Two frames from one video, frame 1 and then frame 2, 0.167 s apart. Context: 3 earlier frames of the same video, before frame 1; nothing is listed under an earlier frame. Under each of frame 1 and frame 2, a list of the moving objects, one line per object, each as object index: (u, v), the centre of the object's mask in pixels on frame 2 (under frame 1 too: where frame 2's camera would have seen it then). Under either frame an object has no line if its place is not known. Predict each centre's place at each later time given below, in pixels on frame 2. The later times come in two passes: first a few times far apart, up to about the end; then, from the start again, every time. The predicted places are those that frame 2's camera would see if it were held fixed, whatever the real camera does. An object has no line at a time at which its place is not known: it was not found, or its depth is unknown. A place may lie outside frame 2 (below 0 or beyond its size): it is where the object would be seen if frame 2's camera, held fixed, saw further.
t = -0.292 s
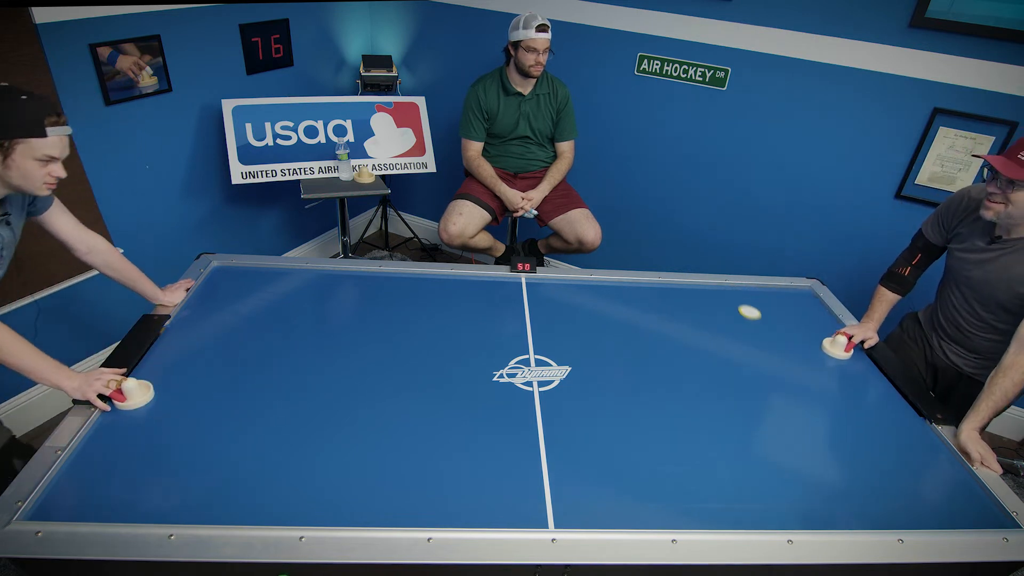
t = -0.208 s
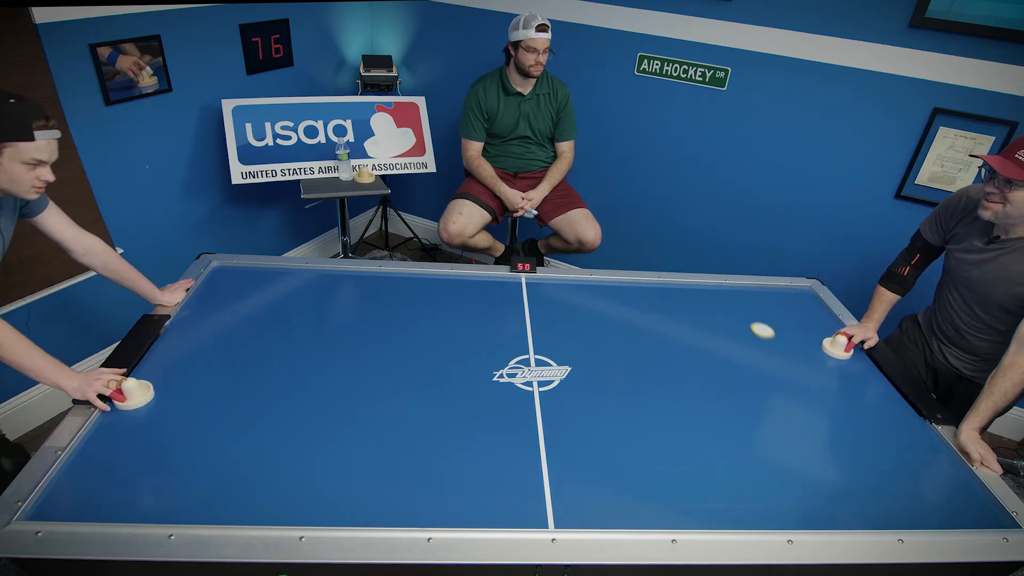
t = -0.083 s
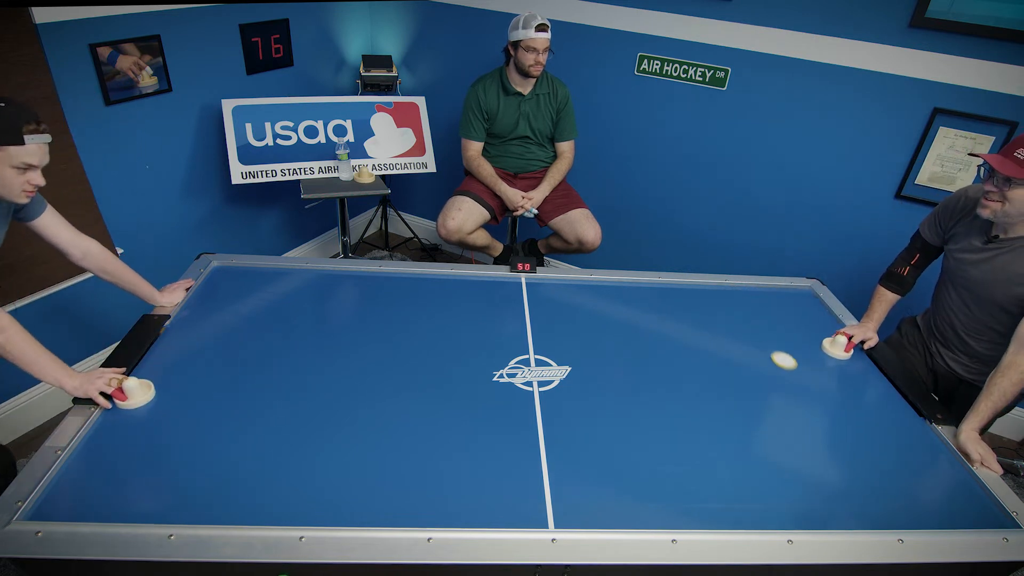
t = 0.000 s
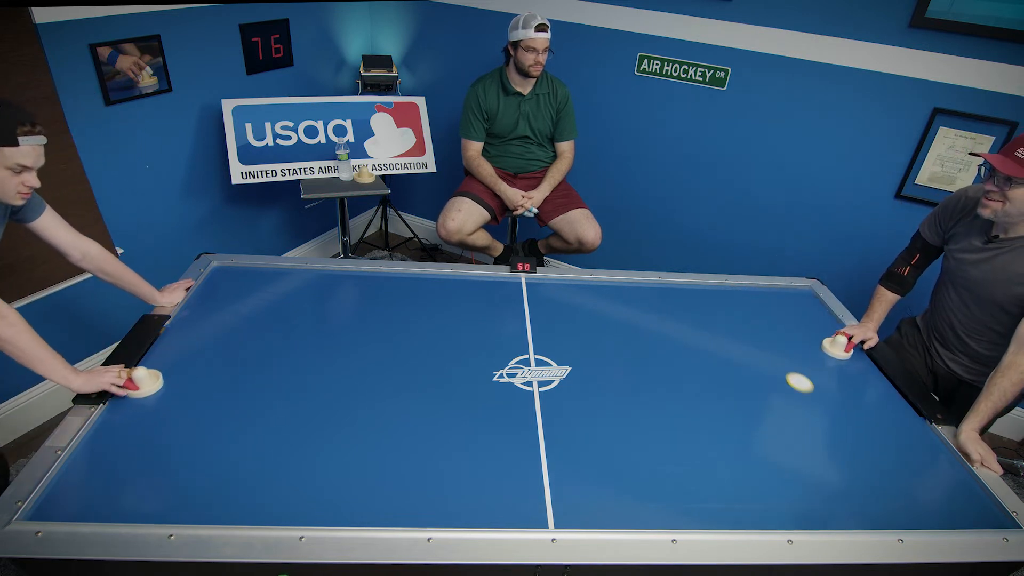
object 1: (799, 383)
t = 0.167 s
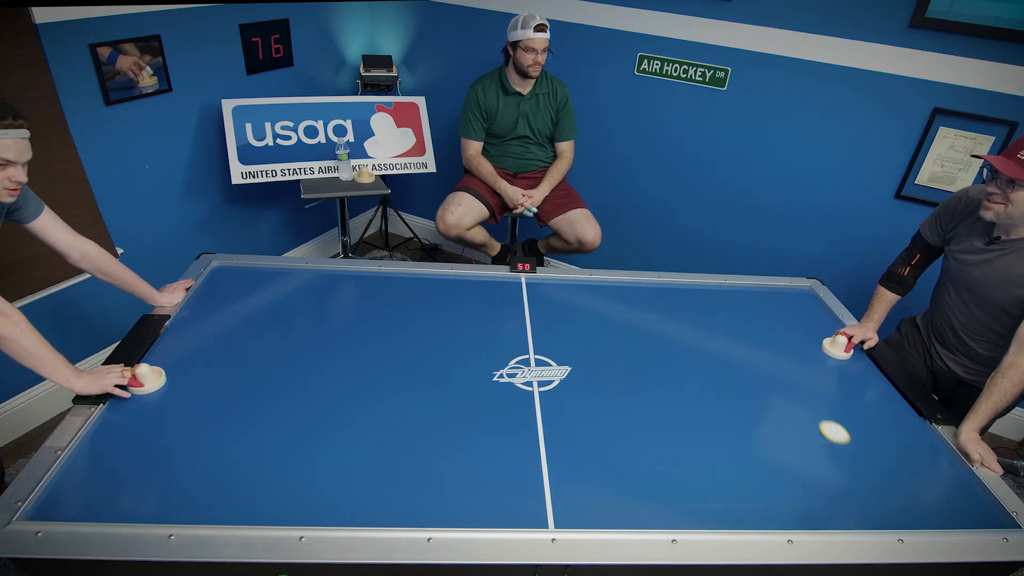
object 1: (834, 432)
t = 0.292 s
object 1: (863, 474)
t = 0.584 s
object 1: (859, 475)
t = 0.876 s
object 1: (817, 421)
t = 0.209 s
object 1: (844, 446)
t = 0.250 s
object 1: (853, 460)
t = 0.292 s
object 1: (863, 474)
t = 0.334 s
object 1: (873, 488)
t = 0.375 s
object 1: (883, 503)
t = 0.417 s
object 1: (892, 517)
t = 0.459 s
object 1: (885, 508)
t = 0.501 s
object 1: (876, 496)
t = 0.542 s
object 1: (867, 485)
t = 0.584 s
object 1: (859, 475)
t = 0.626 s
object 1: (851, 465)
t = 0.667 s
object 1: (844, 456)
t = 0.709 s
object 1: (838, 448)
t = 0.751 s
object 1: (832, 440)
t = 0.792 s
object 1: (826, 433)
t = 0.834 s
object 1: (821, 427)
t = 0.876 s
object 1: (817, 421)
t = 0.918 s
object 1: (812, 415)
